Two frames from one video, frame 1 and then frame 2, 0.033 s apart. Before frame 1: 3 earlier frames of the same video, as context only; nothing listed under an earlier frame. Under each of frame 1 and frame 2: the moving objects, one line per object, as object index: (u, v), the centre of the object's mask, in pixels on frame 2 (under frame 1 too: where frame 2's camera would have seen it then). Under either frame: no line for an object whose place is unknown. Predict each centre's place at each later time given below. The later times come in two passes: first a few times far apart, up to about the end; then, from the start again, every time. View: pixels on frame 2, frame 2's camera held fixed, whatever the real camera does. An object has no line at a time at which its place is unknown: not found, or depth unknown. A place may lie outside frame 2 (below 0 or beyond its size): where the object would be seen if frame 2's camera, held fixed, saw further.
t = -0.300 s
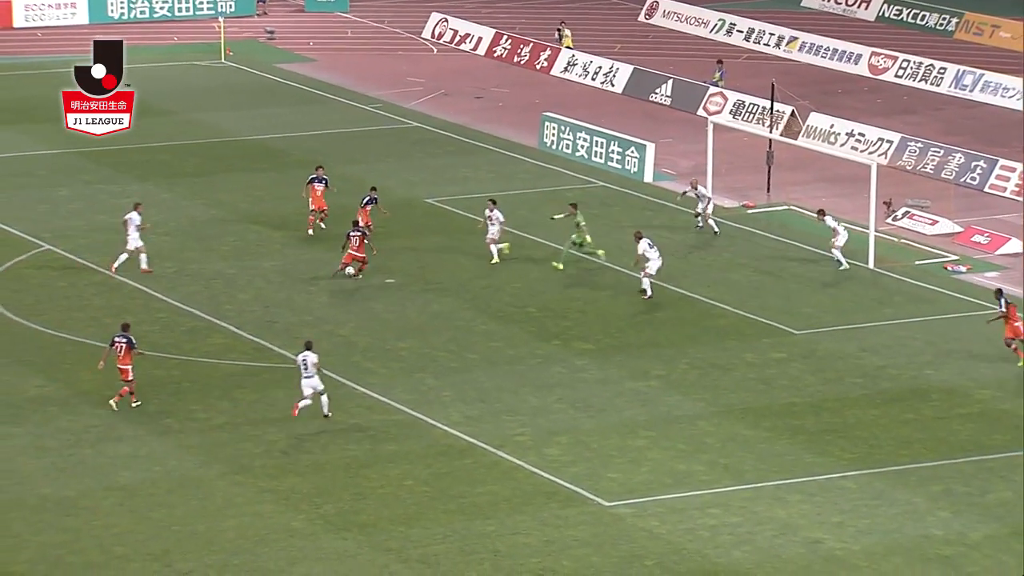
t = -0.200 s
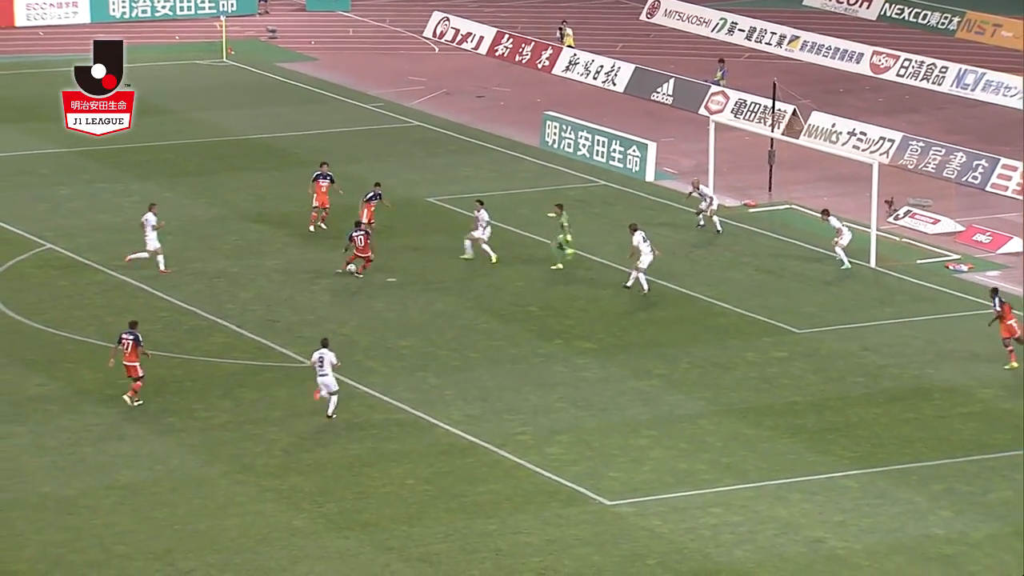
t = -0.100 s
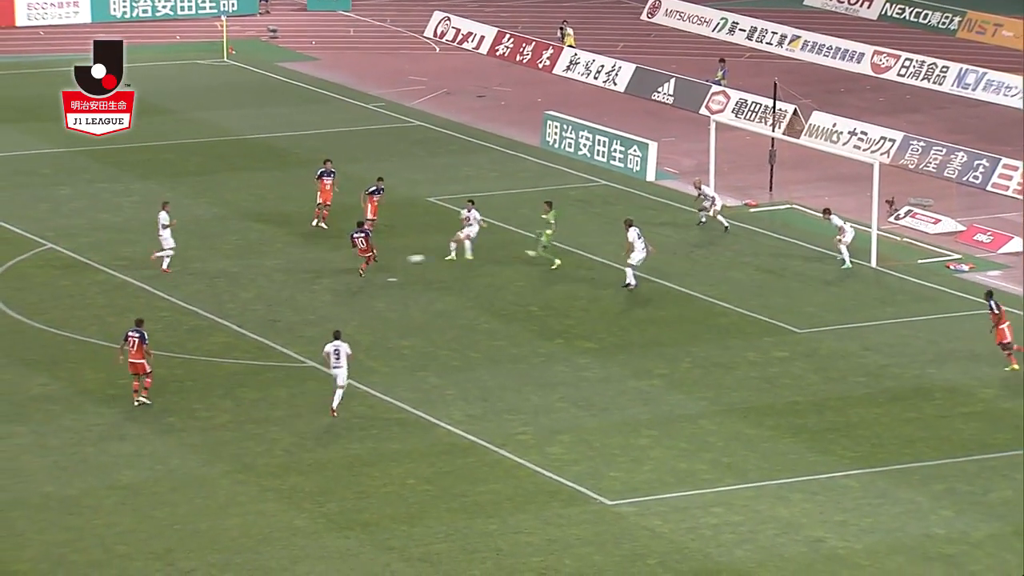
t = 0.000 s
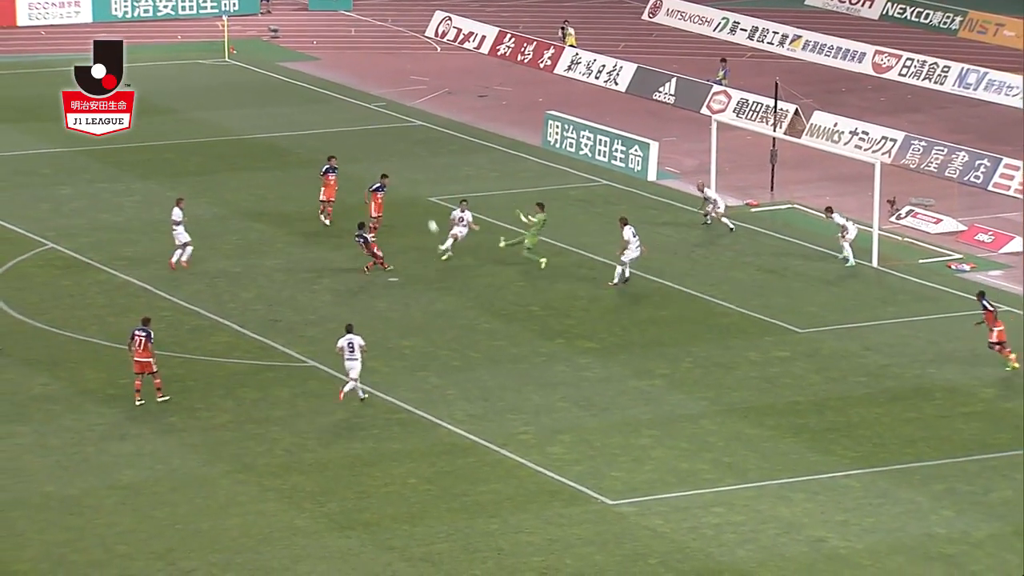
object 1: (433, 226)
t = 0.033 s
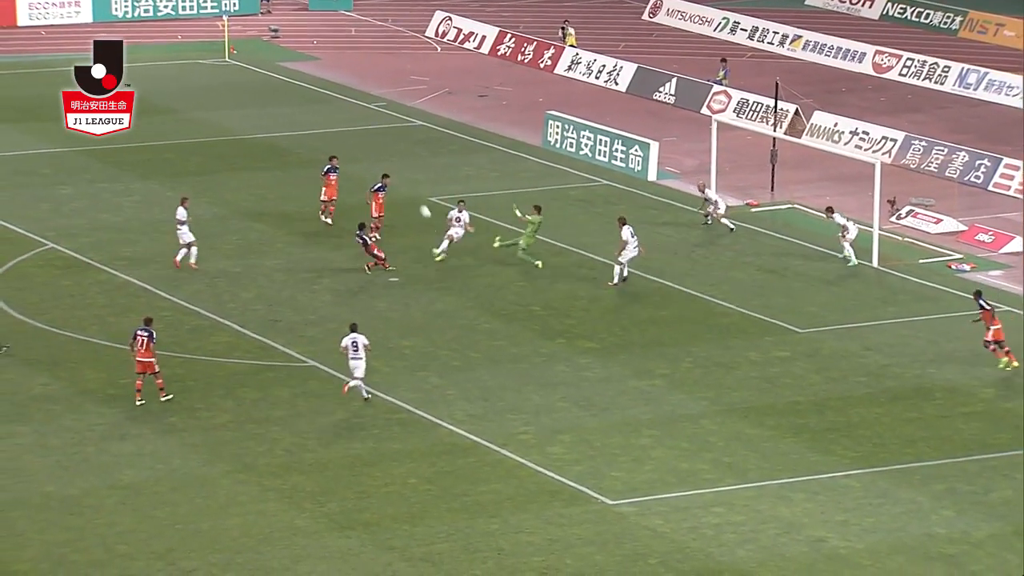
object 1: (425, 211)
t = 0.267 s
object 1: (372, 122)
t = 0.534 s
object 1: (321, 52)
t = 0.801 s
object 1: (281, 15)
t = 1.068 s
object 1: (245, 7)
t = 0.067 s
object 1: (417, 197)
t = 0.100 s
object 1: (409, 183)
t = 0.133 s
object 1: (402, 169)
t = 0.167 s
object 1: (394, 157)
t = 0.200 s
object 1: (386, 145)
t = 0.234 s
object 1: (379, 133)
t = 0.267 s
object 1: (372, 122)
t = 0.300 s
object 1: (365, 111)
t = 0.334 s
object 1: (358, 101)
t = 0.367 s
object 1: (352, 92)
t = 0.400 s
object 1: (345, 83)
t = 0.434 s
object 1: (340, 74)
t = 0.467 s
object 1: (334, 66)
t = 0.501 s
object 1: (327, 58)
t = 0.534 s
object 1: (321, 52)
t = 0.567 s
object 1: (316, 46)
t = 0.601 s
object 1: (311, 40)
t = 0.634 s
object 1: (306, 35)
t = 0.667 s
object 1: (300, 30)
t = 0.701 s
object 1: (295, 26)
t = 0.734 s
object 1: (291, 22)
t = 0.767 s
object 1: (286, 19)
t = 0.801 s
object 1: (281, 15)
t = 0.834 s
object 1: (276, 13)
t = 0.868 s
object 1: (272, 11)
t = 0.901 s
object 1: (267, 9)
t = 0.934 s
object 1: (262, 8)
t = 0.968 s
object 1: (258, 7)
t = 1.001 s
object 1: (254, 7)
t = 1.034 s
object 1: (249, 7)
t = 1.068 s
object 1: (245, 7)
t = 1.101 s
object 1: (241, 8)
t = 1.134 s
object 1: (240, 8)
